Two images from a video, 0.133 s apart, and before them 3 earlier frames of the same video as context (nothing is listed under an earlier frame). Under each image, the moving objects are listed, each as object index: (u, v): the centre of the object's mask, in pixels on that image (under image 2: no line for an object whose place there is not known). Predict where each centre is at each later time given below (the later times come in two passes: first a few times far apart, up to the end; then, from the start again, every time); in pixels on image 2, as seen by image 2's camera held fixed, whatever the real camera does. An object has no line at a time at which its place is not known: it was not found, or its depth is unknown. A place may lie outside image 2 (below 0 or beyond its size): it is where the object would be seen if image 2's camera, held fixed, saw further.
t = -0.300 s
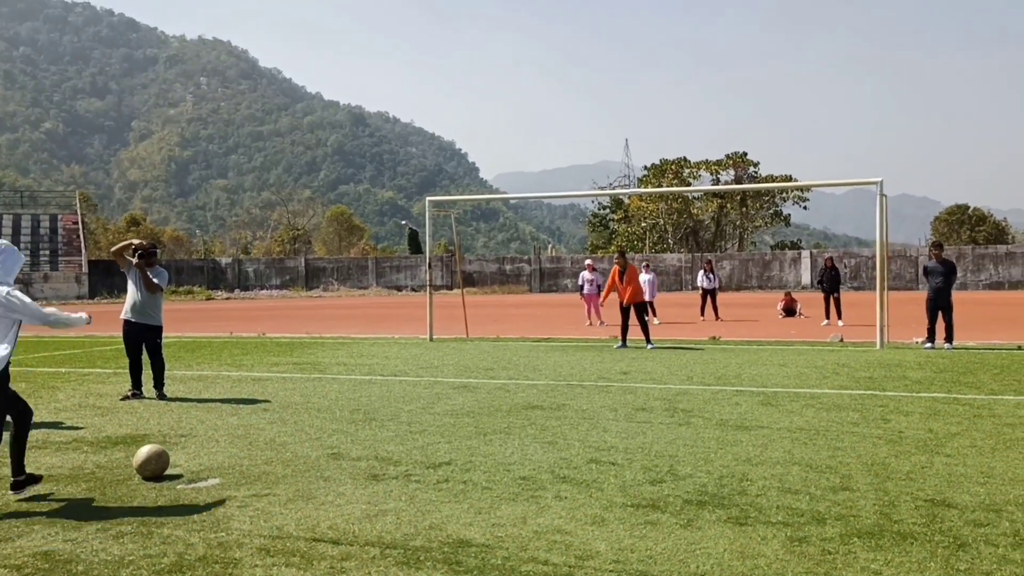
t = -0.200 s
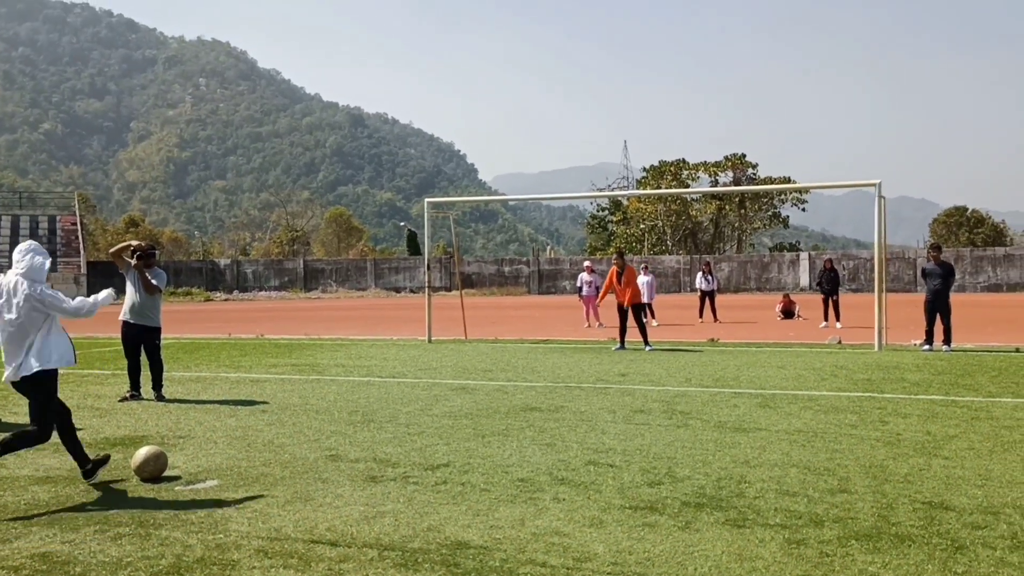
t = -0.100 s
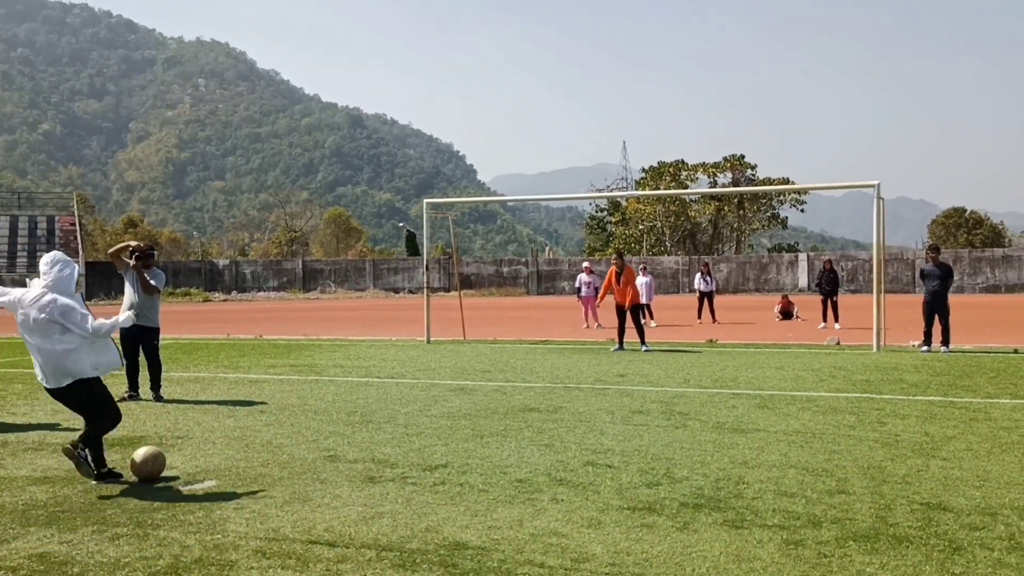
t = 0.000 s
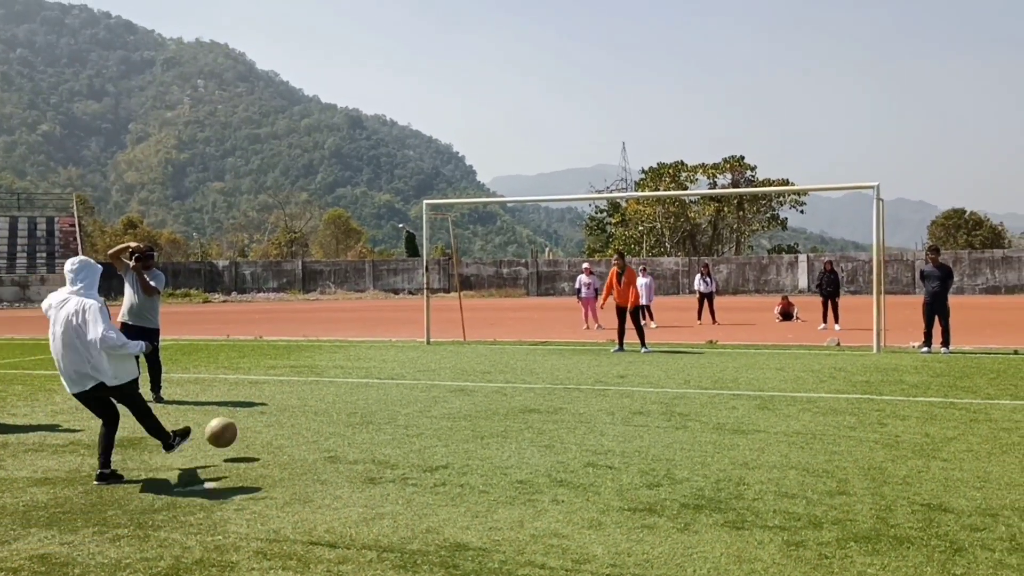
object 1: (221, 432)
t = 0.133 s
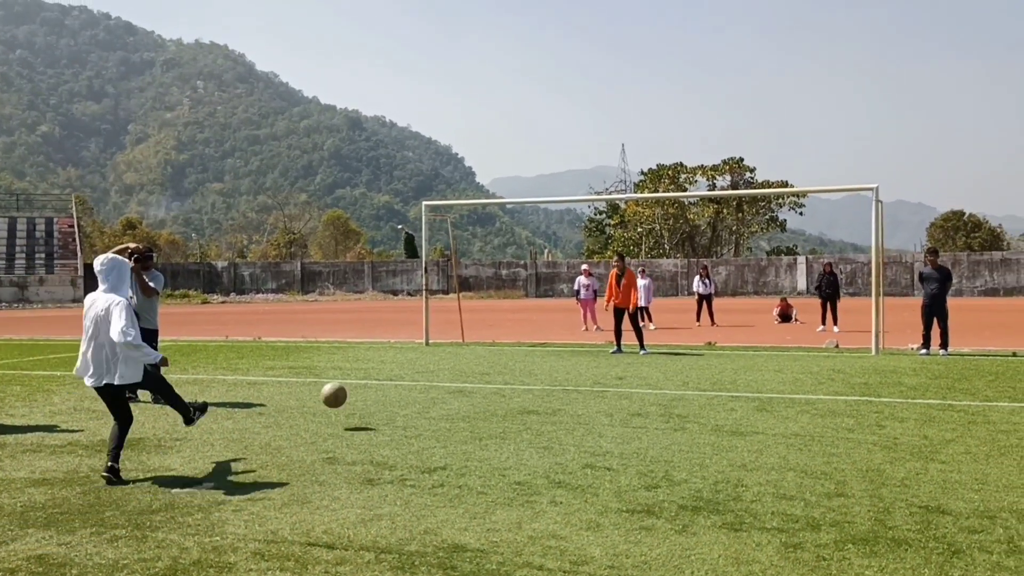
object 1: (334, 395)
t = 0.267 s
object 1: (416, 382)
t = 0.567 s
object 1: (524, 361)
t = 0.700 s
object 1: (557, 362)
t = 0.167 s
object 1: (357, 390)
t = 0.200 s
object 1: (378, 386)
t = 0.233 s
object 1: (398, 384)
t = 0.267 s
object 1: (416, 382)
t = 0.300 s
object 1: (433, 382)
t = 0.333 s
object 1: (449, 382)
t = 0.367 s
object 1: (464, 384)
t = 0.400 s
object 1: (476, 380)
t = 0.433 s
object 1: (487, 374)
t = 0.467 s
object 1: (497, 369)
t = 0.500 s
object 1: (506, 365)
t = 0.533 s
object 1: (516, 362)
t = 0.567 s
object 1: (524, 361)
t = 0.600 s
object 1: (533, 360)
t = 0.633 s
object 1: (541, 360)
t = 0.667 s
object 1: (549, 361)
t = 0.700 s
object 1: (557, 362)
